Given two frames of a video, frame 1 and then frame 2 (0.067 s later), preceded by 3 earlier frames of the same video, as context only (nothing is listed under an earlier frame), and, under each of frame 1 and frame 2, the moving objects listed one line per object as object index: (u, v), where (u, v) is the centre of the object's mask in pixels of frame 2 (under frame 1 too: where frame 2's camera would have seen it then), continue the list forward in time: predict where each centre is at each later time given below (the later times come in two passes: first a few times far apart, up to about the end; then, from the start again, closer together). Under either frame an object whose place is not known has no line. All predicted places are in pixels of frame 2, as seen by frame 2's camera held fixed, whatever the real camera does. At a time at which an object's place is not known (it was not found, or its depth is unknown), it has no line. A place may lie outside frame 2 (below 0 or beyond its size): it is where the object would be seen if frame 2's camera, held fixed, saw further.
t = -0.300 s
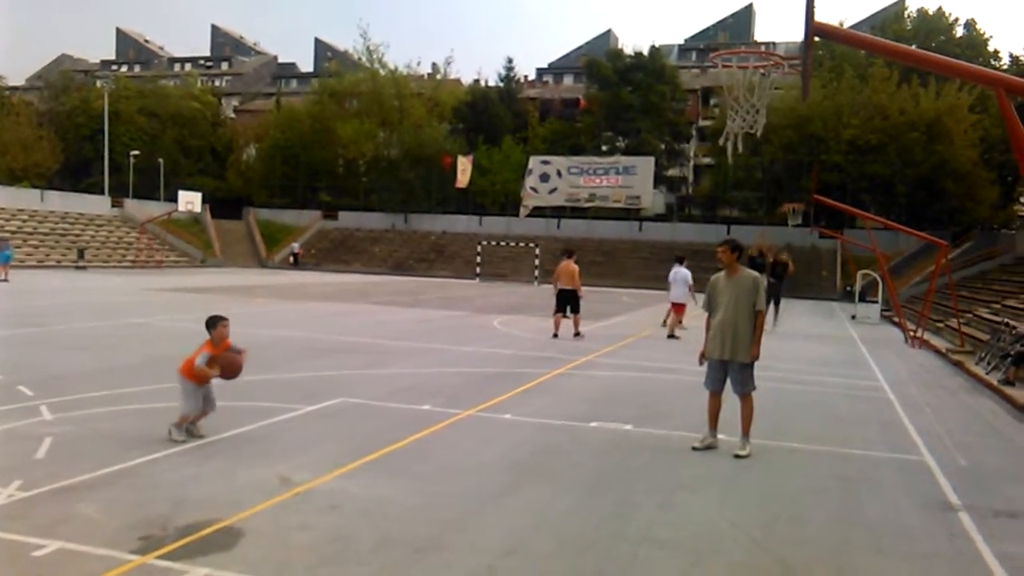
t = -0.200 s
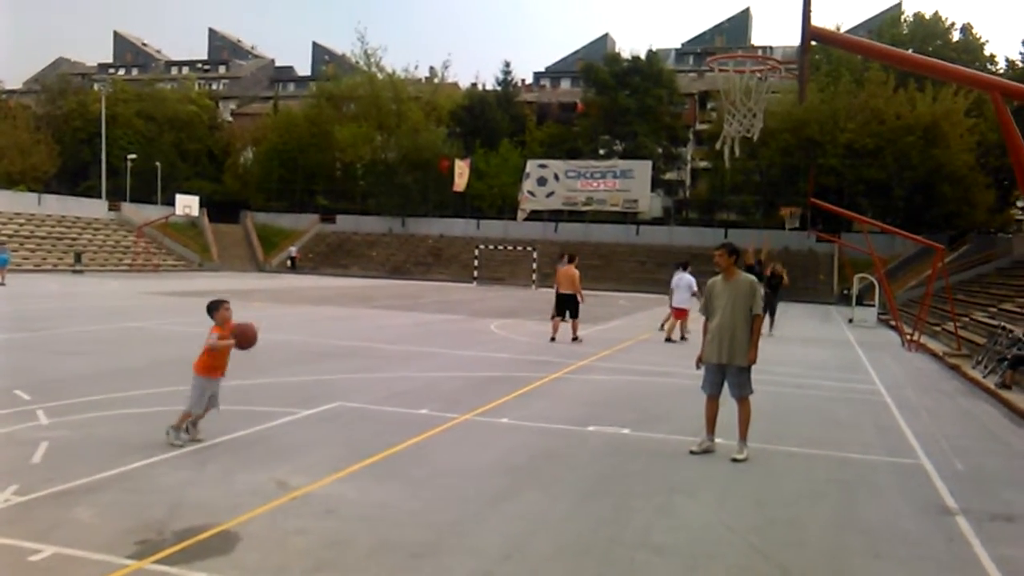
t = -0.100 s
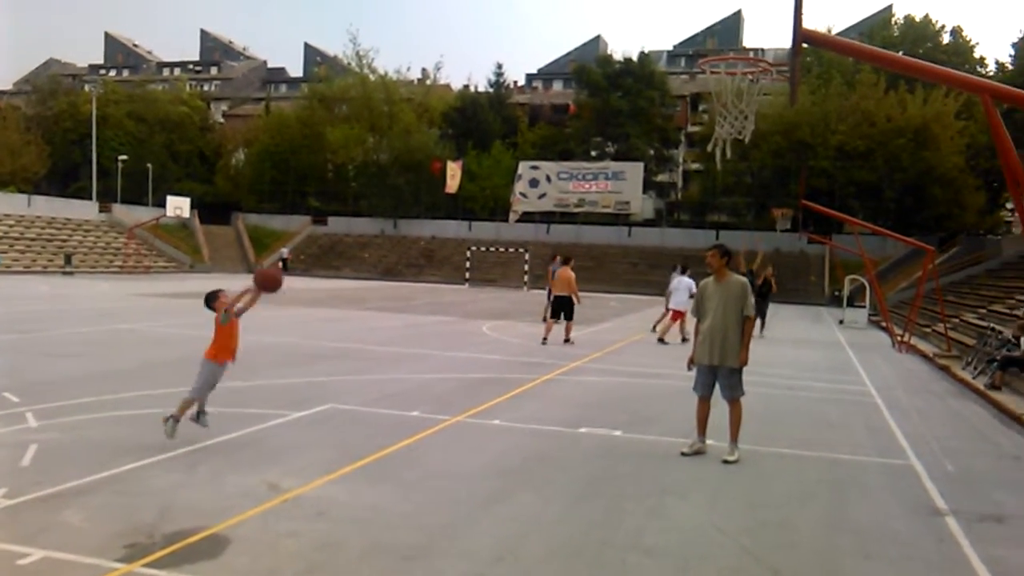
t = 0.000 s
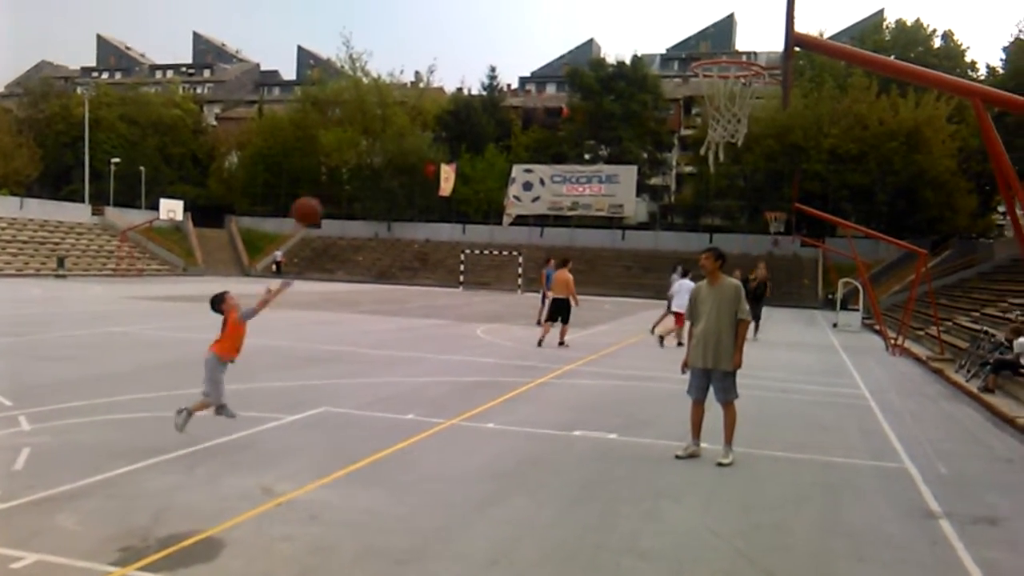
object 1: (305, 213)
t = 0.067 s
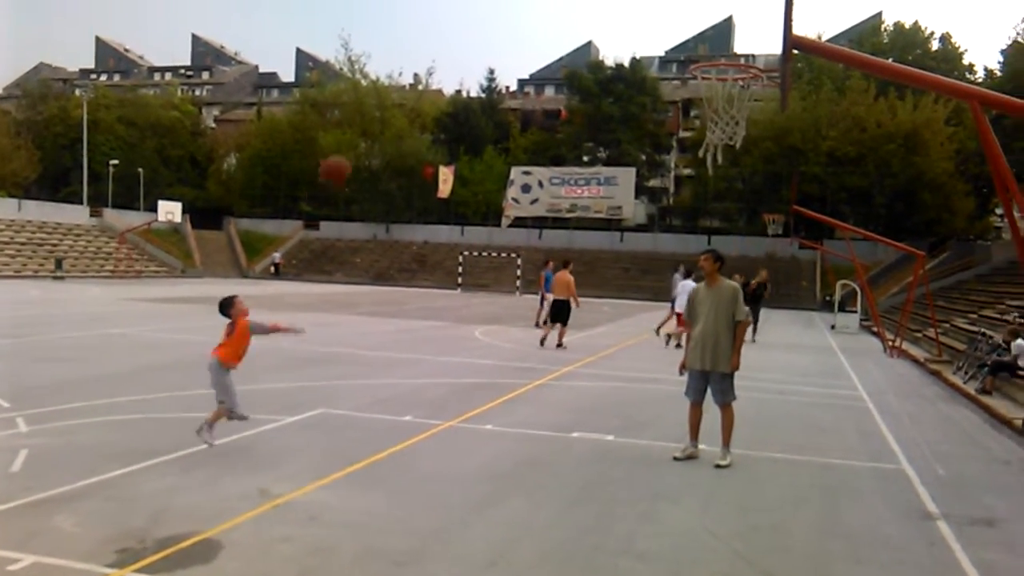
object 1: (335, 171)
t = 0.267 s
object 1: (430, 73)
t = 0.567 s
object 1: (583, 14)
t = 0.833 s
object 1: (729, 67)
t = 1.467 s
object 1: (671, 430)
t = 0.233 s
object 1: (414, 86)
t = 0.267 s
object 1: (430, 73)
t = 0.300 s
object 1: (447, 60)
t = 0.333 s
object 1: (464, 49)
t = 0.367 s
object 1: (480, 39)
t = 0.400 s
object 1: (497, 31)
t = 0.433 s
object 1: (514, 25)
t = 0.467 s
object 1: (531, 20)
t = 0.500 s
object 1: (548, 16)
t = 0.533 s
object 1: (566, 14)
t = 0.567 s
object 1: (583, 14)
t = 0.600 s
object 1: (601, 15)
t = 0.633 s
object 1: (619, 17)
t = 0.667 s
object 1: (637, 21)
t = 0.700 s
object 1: (654, 26)
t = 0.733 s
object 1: (672, 34)
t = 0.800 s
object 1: (708, 51)
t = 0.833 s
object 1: (729, 67)
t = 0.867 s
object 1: (743, 83)
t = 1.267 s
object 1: (694, 369)
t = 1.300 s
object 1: (692, 400)
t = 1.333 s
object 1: (688, 431)
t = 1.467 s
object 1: (671, 430)
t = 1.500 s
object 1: (666, 407)
